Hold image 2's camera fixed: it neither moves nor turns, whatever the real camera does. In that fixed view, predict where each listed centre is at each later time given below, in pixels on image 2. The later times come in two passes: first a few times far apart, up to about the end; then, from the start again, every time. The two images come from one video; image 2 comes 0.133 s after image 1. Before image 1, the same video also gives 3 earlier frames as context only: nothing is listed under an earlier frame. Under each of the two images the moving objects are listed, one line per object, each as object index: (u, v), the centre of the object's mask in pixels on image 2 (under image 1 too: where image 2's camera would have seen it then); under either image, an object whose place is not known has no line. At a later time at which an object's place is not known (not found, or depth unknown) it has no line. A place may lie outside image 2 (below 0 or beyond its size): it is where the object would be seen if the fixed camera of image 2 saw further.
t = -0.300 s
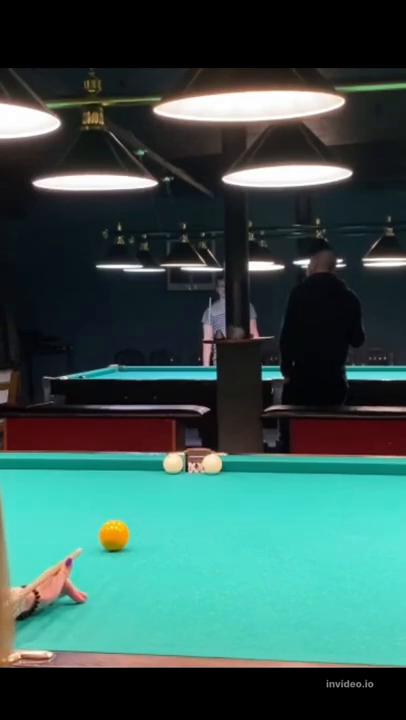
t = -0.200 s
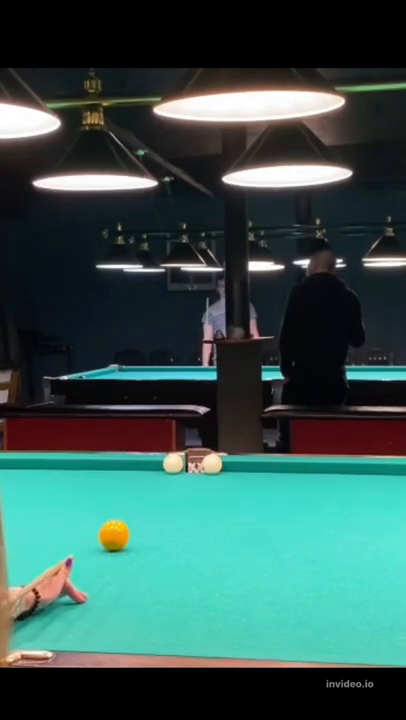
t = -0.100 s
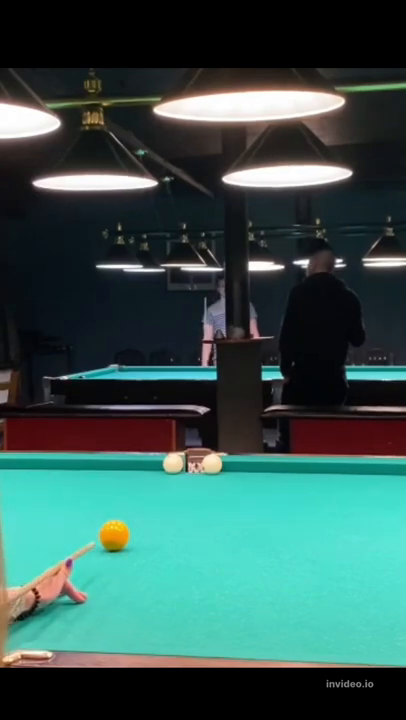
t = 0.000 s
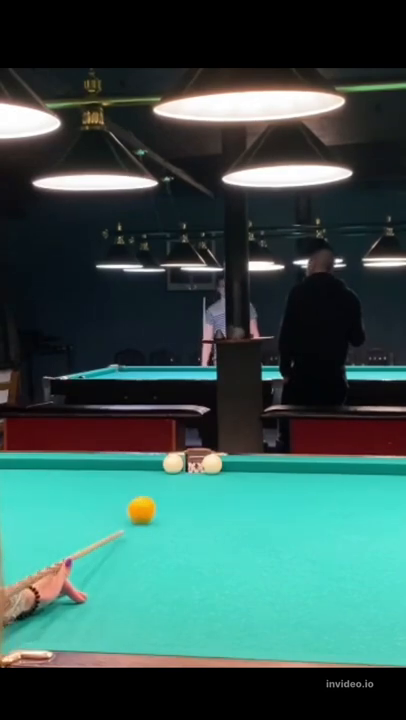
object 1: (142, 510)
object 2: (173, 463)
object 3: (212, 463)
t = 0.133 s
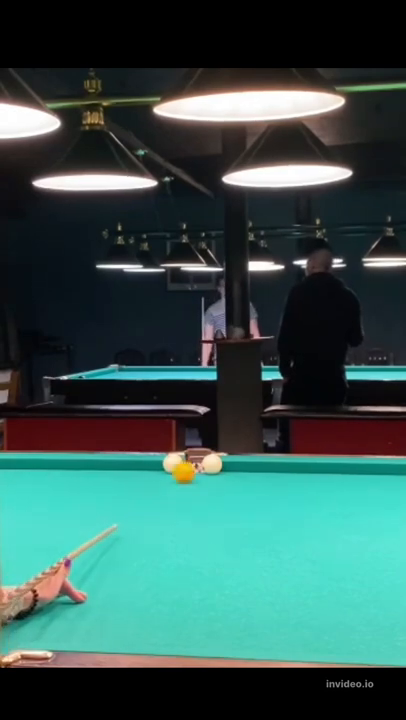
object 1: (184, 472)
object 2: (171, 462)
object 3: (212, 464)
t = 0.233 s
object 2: (145, 464)
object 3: (228, 465)
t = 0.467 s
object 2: (63, 466)
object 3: (273, 470)
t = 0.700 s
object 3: (319, 475)
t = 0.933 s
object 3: (368, 479)
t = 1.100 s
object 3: (399, 483)
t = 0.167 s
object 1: (192, 465)
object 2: (172, 463)
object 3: (212, 463)
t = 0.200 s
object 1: (197, 461)
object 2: (159, 463)
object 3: (221, 464)
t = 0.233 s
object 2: (145, 464)
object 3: (228, 465)
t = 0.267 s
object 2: (132, 464)
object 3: (235, 466)
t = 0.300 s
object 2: (119, 464)
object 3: (242, 466)
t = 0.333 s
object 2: (107, 465)
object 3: (248, 467)
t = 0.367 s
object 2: (96, 465)
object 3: (254, 468)
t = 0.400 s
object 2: (85, 466)
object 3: (260, 468)
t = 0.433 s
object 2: (74, 466)
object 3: (267, 469)
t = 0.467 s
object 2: (63, 466)
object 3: (273, 470)
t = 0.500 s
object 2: (52, 467)
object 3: (280, 471)
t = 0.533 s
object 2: (41, 467)
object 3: (286, 471)
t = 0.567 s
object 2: (30, 468)
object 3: (293, 472)
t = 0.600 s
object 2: (19, 468)
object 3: (299, 472)
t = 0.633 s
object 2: (9, 468)
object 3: (306, 473)
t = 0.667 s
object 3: (313, 474)
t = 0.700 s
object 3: (319, 475)
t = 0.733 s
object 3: (326, 475)
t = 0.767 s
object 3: (333, 476)
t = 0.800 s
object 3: (340, 476)
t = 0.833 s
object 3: (347, 477)
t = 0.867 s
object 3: (354, 478)
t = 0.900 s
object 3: (361, 479)
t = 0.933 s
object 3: (368, 479)
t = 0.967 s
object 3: (375, 480)
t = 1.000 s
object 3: (382, 481)
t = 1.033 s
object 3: (389, 482)
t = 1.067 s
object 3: (395, 483)
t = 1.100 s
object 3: (399, 483)
